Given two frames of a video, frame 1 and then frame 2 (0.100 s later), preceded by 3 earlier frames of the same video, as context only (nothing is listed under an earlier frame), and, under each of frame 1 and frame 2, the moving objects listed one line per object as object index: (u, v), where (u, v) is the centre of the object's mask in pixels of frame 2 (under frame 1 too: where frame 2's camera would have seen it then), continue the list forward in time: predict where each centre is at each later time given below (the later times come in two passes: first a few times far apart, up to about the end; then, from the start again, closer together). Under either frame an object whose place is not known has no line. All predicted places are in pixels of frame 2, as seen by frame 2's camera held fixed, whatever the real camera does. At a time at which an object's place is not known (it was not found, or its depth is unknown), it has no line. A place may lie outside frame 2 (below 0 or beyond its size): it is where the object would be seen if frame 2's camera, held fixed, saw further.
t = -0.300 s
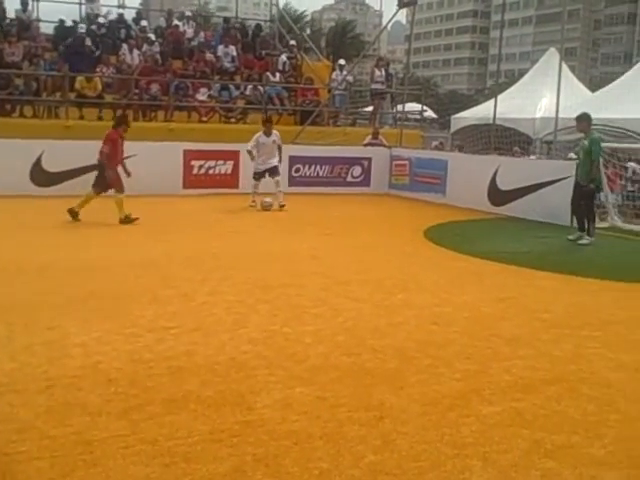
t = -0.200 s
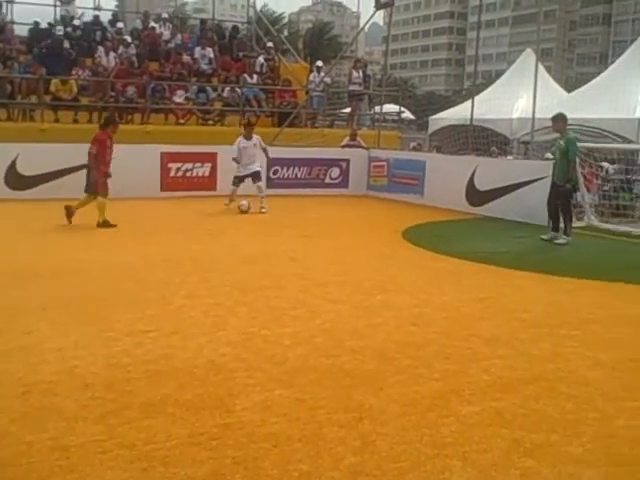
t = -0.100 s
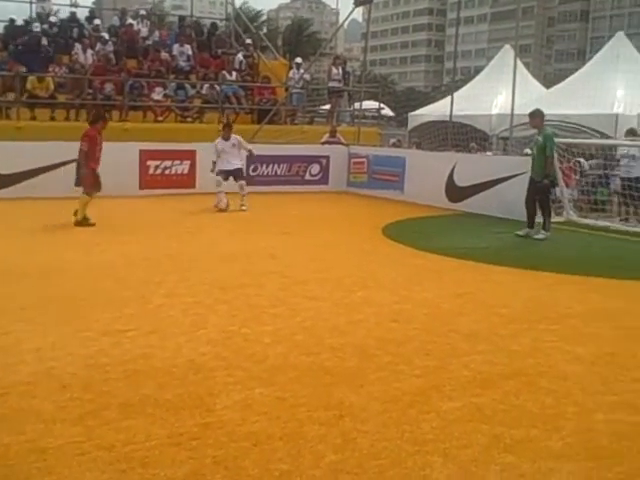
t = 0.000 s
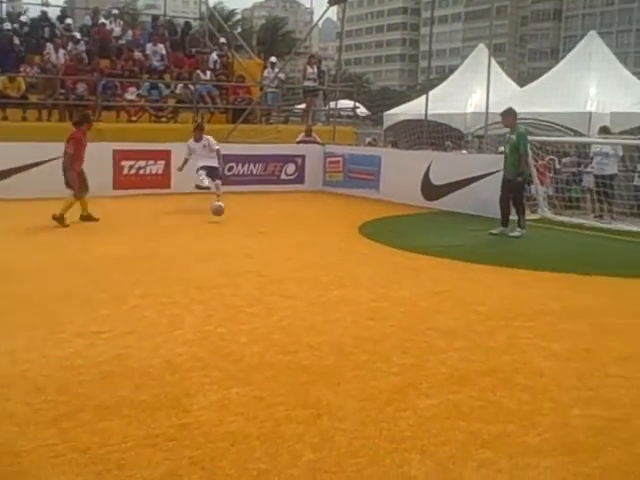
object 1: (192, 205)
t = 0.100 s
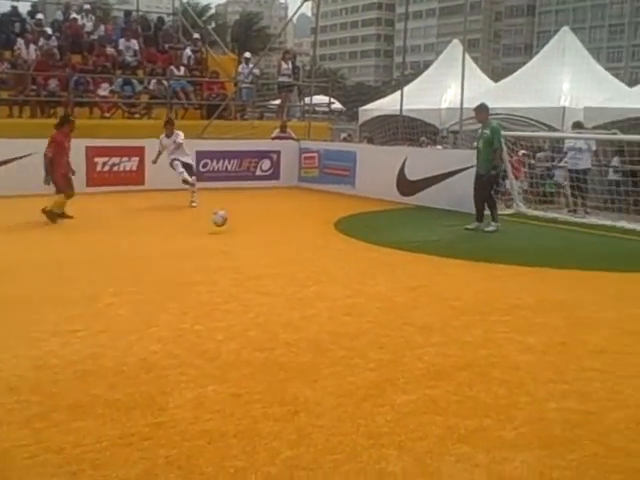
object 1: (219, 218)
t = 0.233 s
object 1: (265, 238)
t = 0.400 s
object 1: (341, 273)
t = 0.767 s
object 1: (597, 353)
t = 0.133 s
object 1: (230, 225)
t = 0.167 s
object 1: (242, 234)
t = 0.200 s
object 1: (254, 235)
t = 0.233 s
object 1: (265, 238)
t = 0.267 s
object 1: (279, 241)
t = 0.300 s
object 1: (293, 246)
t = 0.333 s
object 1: (308, 253)
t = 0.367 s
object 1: (323, 262)
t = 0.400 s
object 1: (341, 273)
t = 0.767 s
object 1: (597, 353)
